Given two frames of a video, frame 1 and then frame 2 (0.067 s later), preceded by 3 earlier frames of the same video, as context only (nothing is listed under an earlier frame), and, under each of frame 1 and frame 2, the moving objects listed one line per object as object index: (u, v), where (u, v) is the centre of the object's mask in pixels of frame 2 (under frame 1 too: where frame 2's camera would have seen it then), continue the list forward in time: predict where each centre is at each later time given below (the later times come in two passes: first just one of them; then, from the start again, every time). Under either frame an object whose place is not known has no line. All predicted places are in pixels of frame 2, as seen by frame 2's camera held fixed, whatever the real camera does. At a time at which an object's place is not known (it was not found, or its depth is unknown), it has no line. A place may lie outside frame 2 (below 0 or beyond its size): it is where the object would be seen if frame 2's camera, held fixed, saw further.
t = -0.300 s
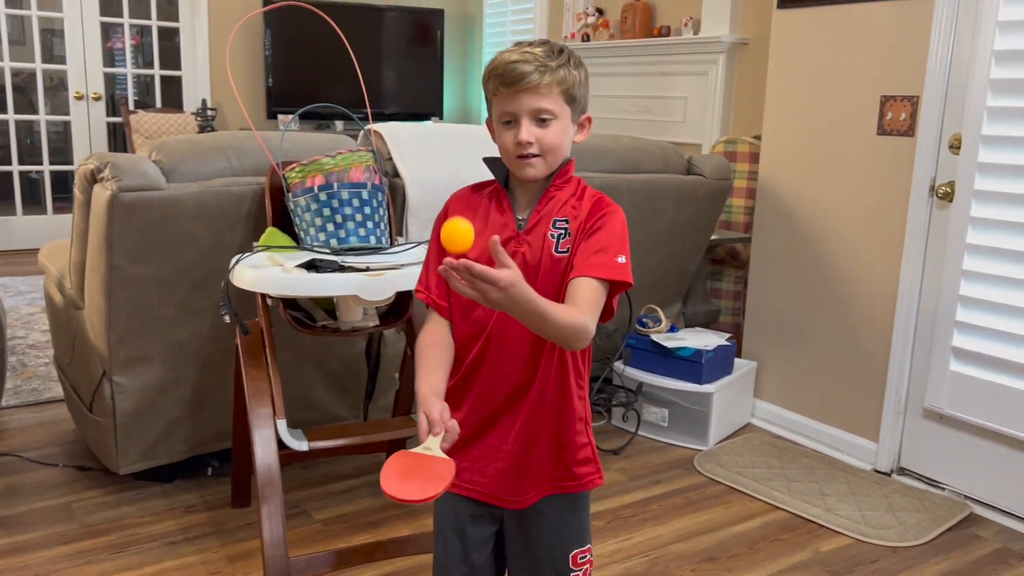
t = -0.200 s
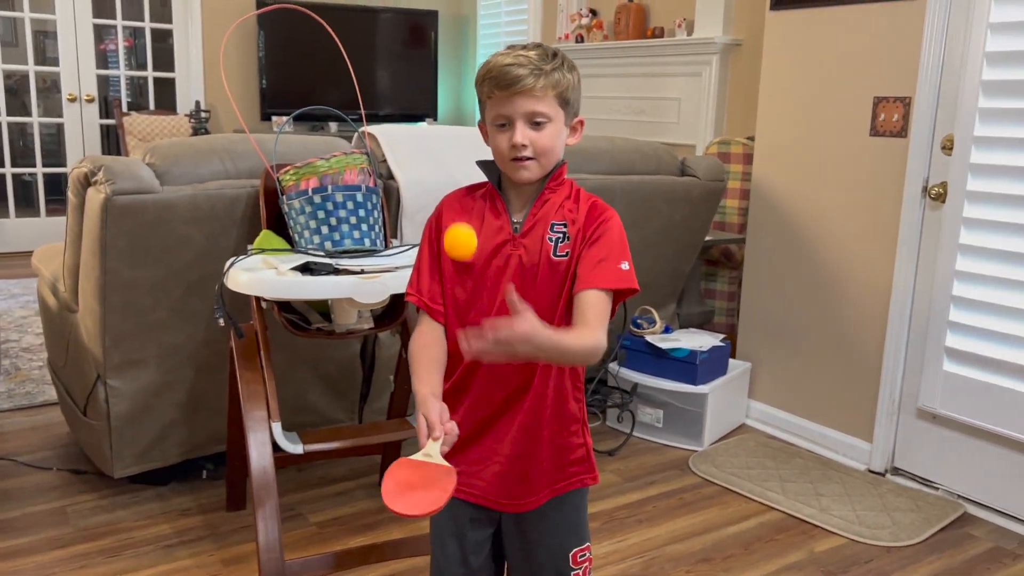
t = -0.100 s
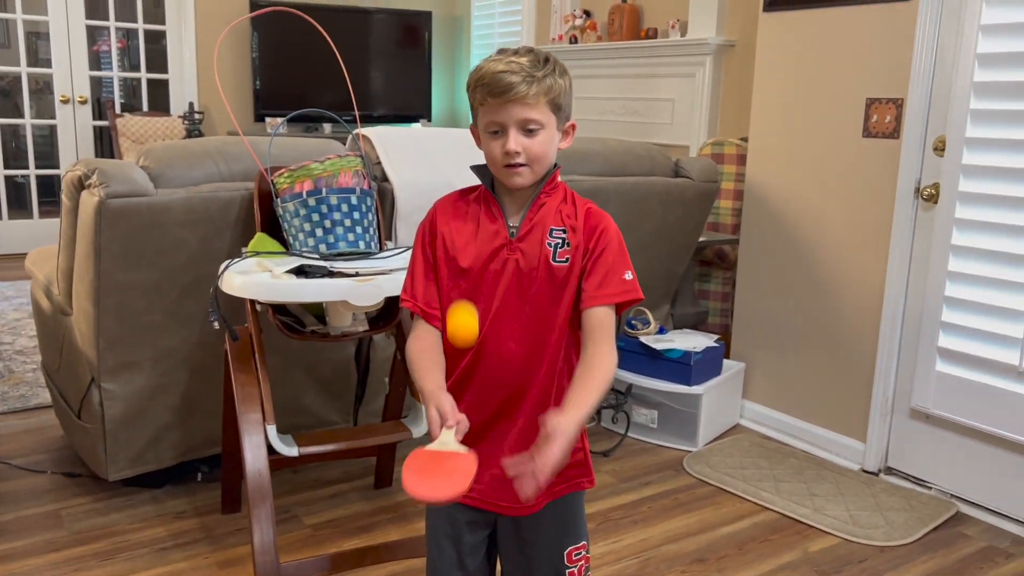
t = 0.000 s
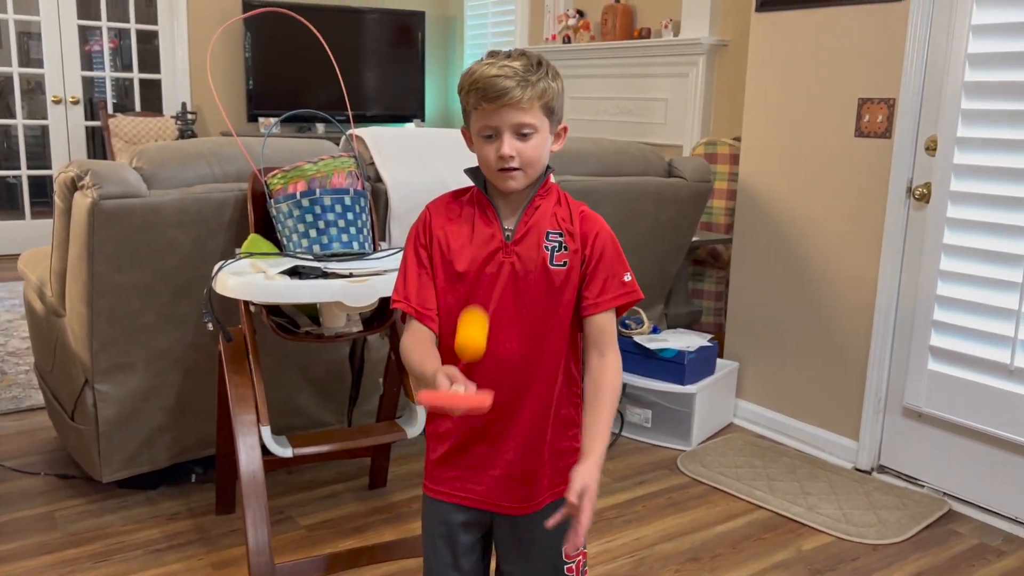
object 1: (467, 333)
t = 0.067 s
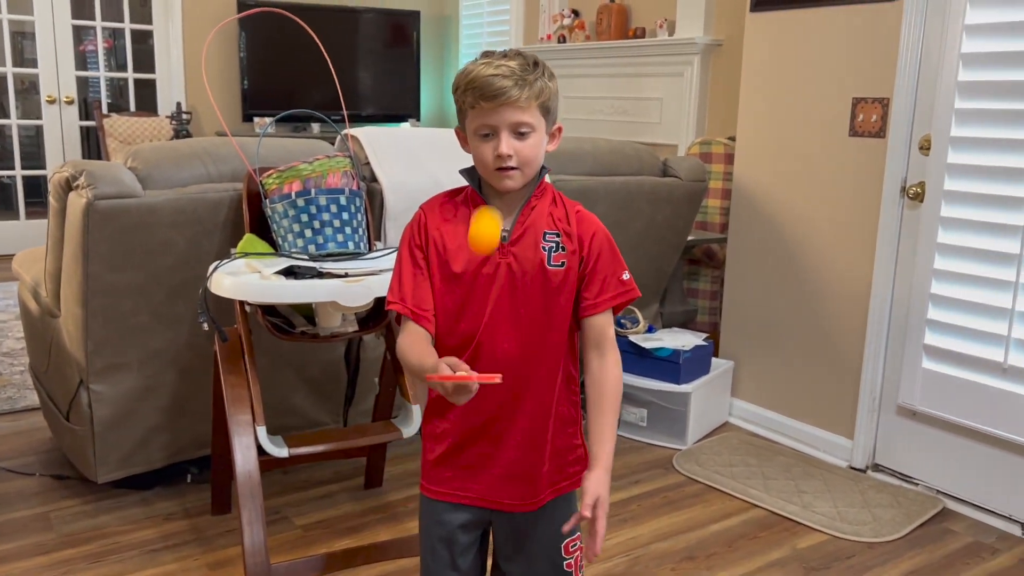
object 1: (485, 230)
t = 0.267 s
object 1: (537, 123)
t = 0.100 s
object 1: (494, 191)
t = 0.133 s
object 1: (502, 159)
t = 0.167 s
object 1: (512, 136)
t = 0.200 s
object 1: (520, 123)
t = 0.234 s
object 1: (528, 118)
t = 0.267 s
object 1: (537, 123)
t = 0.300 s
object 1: (544, 137)
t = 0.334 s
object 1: (552, 162)
